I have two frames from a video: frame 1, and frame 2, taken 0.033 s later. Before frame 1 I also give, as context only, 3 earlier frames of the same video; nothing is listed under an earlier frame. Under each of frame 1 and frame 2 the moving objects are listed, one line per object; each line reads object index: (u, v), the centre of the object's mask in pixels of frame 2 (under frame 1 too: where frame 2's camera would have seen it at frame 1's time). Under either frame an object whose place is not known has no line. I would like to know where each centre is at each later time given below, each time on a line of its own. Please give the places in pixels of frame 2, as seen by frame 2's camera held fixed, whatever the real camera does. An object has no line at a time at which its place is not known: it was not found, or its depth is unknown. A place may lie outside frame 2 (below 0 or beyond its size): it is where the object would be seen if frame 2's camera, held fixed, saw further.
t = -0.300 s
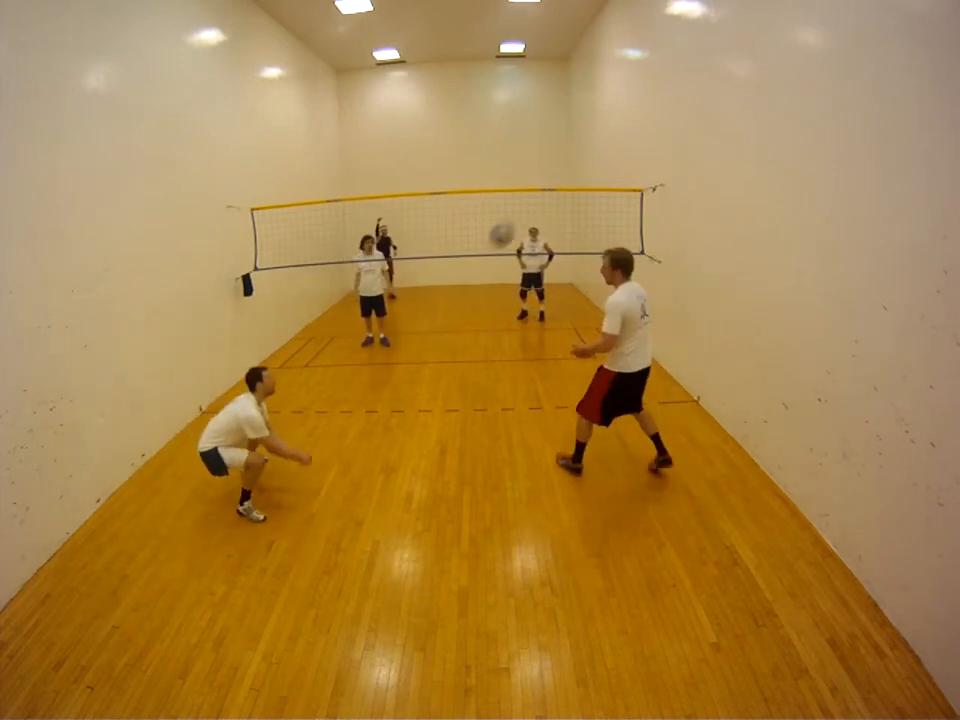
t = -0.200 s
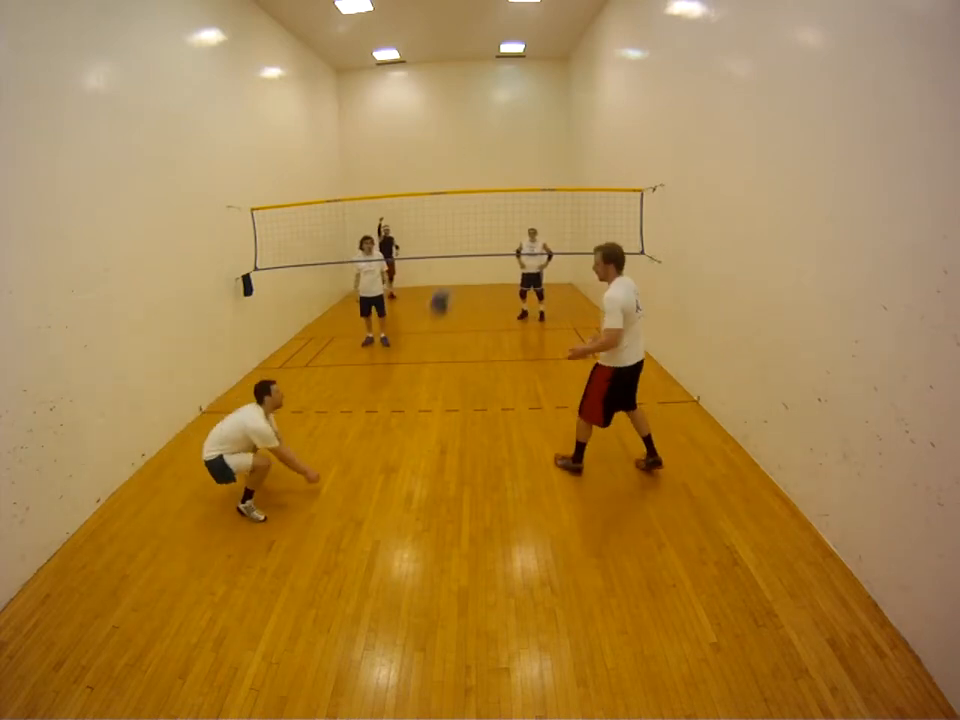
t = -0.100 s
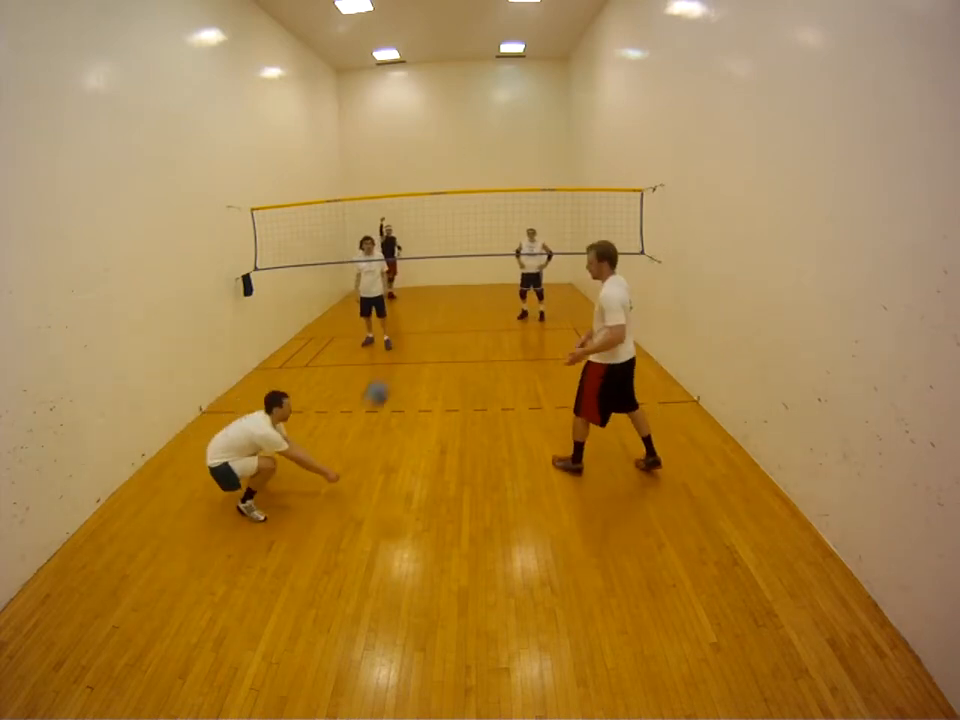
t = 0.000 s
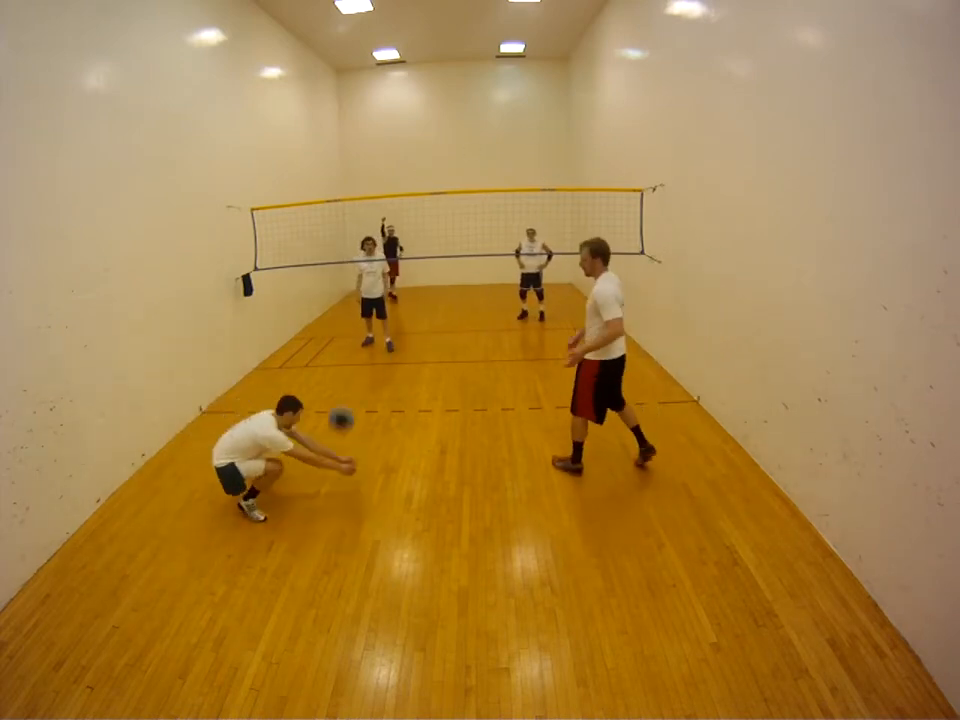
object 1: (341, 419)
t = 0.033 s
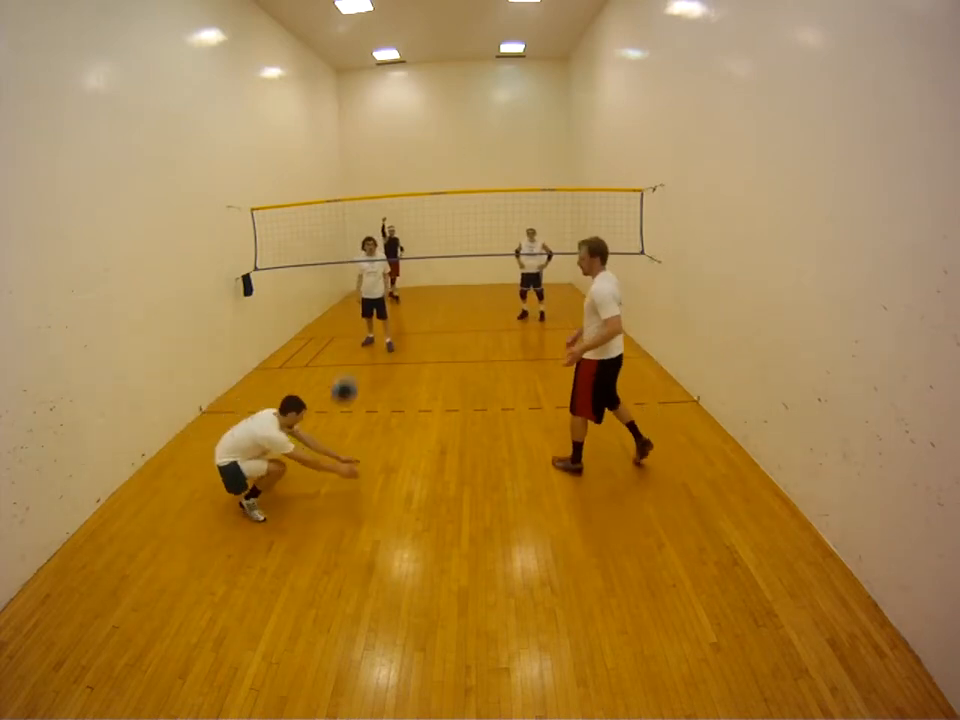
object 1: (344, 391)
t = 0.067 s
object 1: (348, 360)
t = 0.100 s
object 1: (352, 330)
